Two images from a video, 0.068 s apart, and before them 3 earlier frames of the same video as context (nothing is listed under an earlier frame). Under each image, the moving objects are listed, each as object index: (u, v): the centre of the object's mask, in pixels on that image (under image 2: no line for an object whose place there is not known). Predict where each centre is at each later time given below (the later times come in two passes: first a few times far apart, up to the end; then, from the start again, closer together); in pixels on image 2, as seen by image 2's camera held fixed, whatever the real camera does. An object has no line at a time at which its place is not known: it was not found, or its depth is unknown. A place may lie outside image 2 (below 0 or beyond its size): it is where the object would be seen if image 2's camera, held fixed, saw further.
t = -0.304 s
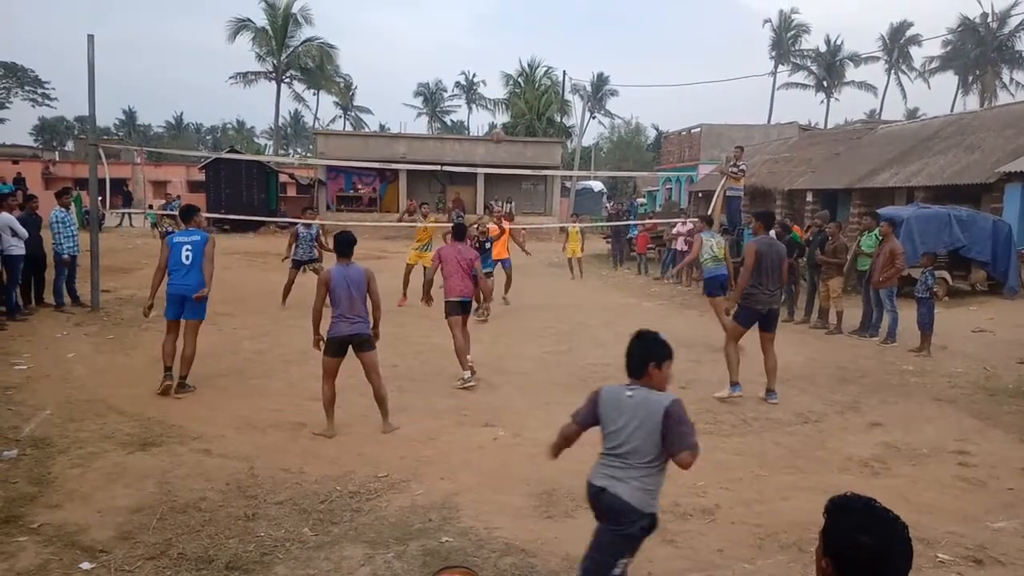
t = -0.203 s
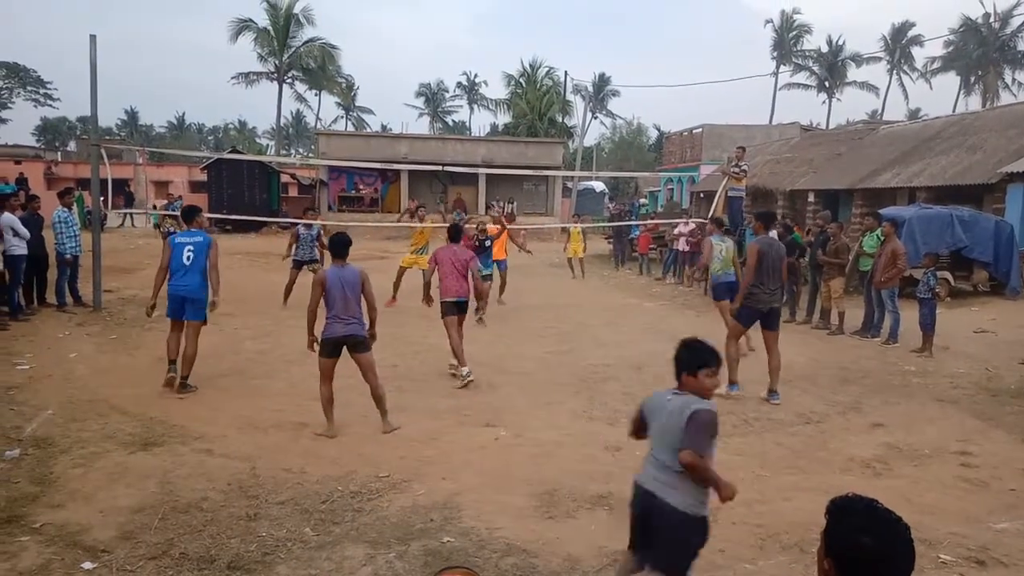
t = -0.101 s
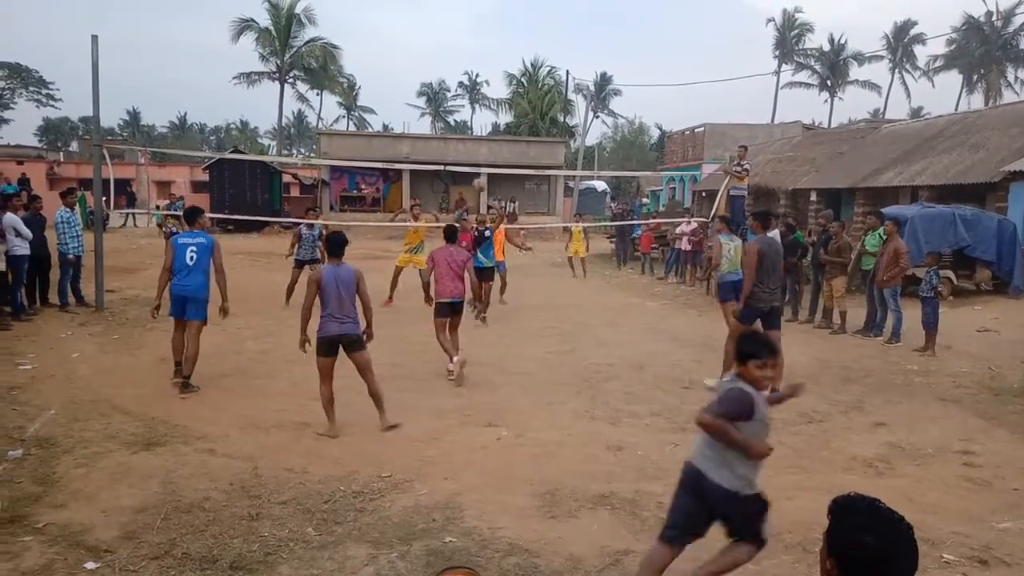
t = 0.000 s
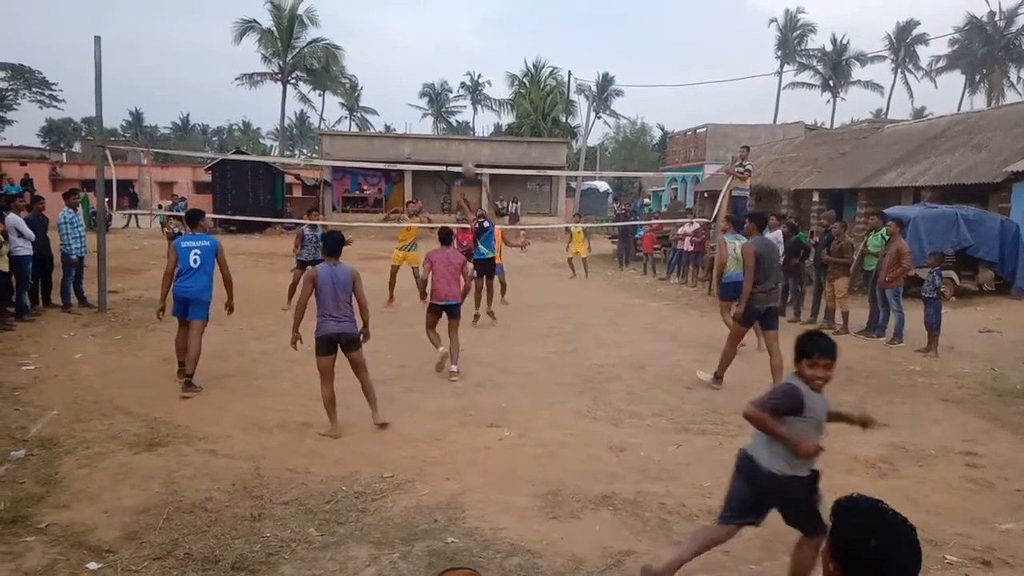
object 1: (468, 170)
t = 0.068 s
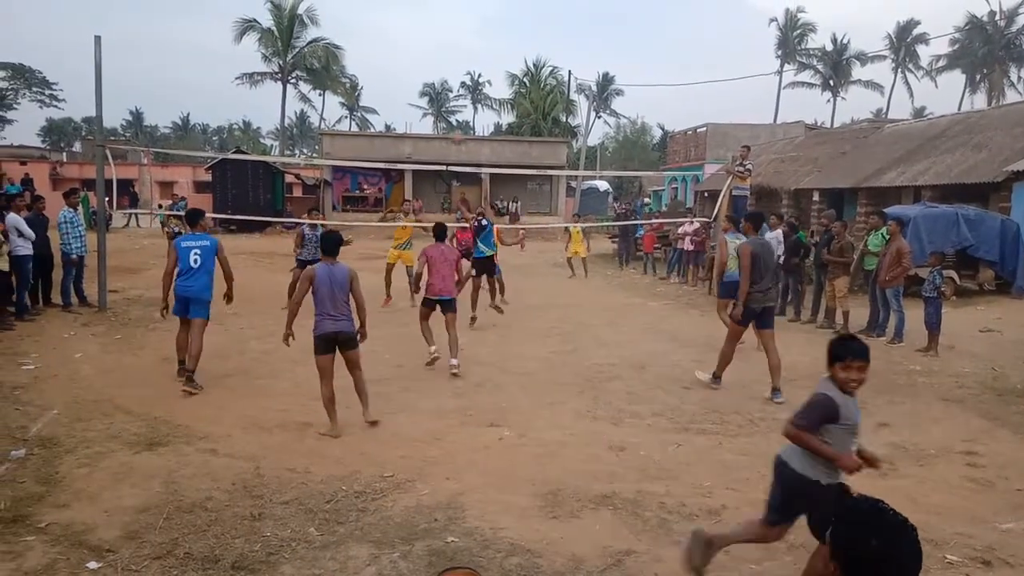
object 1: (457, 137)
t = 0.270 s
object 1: (422, 62)
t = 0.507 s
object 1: (379, 11)
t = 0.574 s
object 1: (367, 6)
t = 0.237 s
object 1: (427, 73)
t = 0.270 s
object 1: (422, 62)
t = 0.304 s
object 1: (416, 53)
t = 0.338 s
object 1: (409, 44)
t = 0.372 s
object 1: (404, 35)
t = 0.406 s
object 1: (397, 28)
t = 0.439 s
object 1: (391, 22)
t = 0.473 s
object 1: (385, 16)
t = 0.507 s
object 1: (379, 11)
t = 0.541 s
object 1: (373, 8)
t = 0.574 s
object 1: (367, 6)
